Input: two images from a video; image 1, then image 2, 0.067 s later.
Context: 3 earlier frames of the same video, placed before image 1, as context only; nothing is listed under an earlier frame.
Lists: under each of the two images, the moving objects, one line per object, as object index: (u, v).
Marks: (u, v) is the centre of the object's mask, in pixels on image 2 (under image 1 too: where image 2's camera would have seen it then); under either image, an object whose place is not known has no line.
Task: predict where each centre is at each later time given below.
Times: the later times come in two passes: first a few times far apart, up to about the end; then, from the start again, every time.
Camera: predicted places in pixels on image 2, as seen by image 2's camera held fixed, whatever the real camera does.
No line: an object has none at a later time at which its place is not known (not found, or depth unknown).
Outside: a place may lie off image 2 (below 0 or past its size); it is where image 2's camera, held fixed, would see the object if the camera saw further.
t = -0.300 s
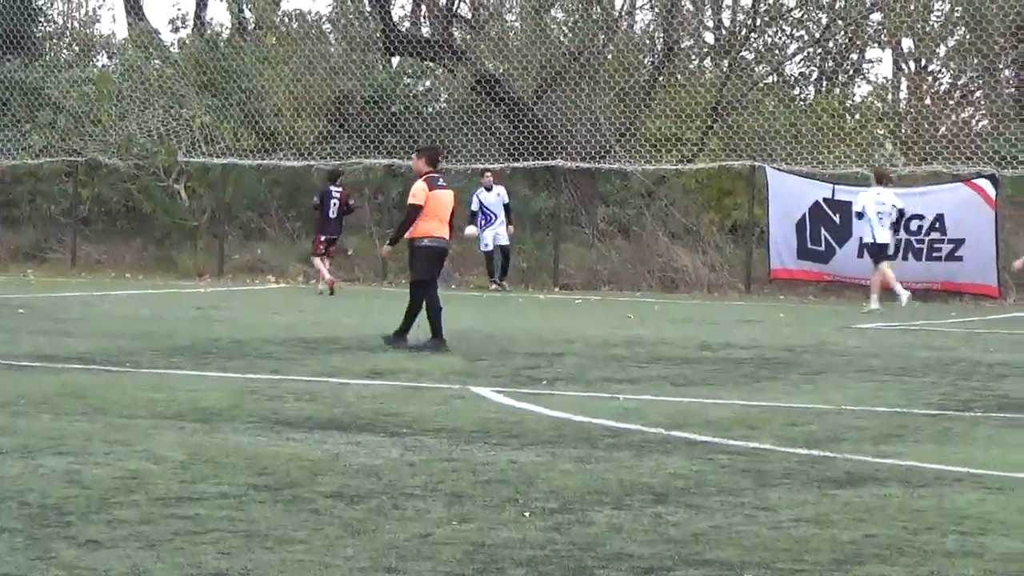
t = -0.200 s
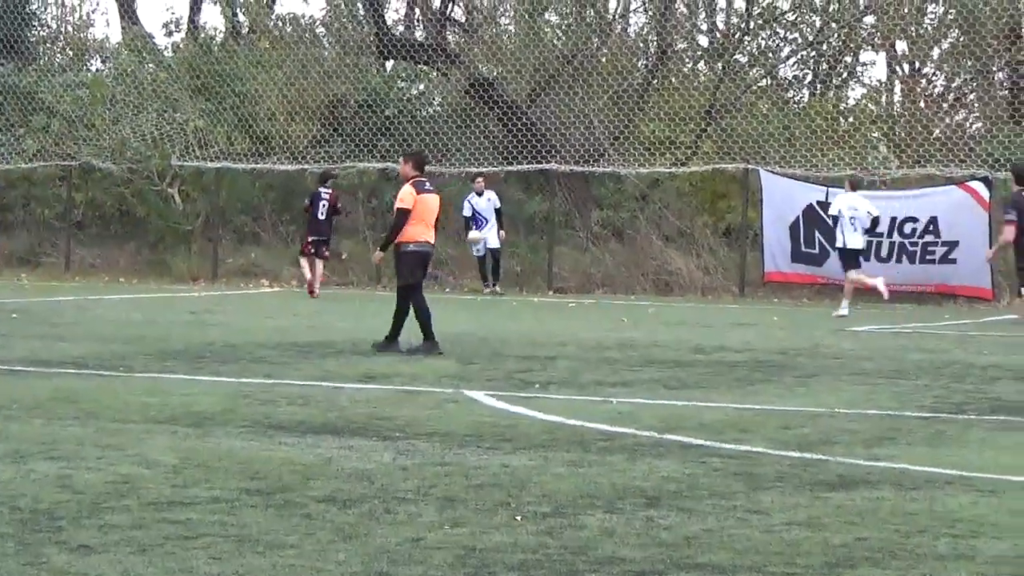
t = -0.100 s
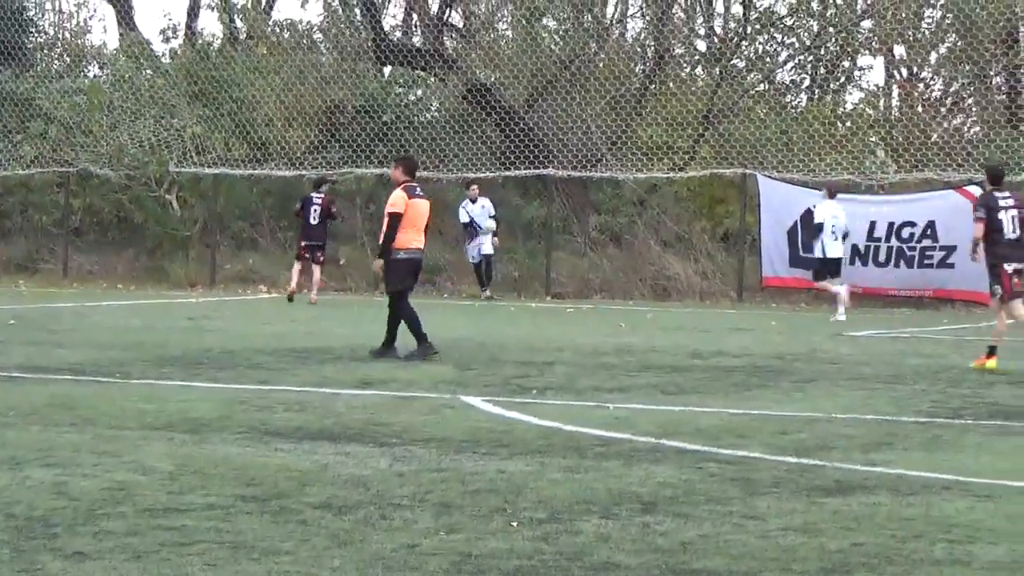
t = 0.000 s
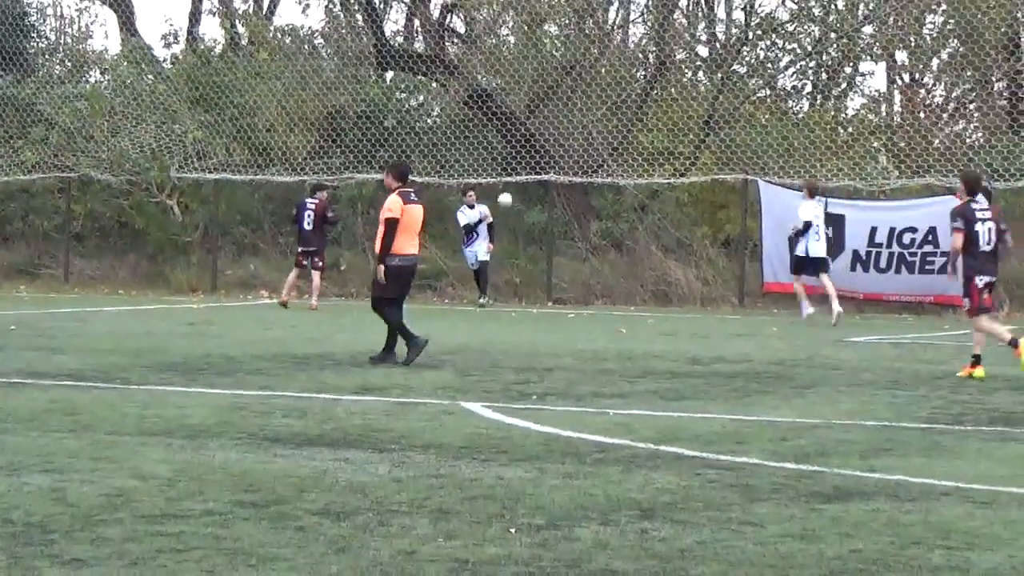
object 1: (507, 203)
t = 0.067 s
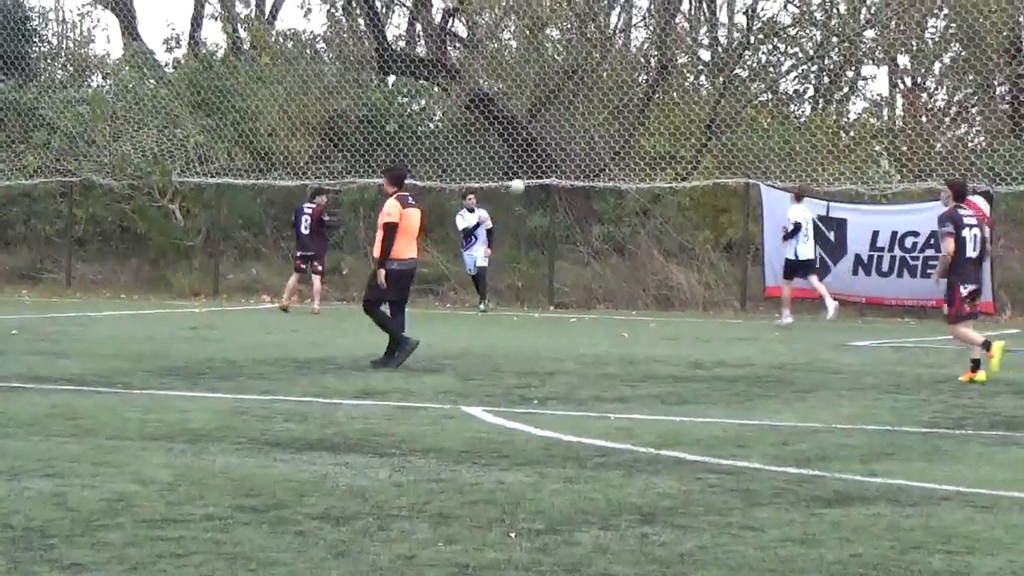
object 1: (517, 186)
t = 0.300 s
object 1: (550, 148)
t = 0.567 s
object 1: (589, 151)
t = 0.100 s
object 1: (521, 177)
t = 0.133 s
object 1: (526, 170)
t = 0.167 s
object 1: (531, 164)
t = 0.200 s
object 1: (535, 159)
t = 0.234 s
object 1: (540, 154)
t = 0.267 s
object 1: (546, 150)
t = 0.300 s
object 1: (550, 148)
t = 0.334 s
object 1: (555, 145)
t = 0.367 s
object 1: (560, 144)
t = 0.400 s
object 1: (565, 143)
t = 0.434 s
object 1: (570, 143)
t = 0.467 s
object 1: (575, 143)
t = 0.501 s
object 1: (580, 145)
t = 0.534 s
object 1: (584, 147)
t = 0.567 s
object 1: (589, 151)
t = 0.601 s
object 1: (594, 156)
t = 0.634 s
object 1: (599, 160)
